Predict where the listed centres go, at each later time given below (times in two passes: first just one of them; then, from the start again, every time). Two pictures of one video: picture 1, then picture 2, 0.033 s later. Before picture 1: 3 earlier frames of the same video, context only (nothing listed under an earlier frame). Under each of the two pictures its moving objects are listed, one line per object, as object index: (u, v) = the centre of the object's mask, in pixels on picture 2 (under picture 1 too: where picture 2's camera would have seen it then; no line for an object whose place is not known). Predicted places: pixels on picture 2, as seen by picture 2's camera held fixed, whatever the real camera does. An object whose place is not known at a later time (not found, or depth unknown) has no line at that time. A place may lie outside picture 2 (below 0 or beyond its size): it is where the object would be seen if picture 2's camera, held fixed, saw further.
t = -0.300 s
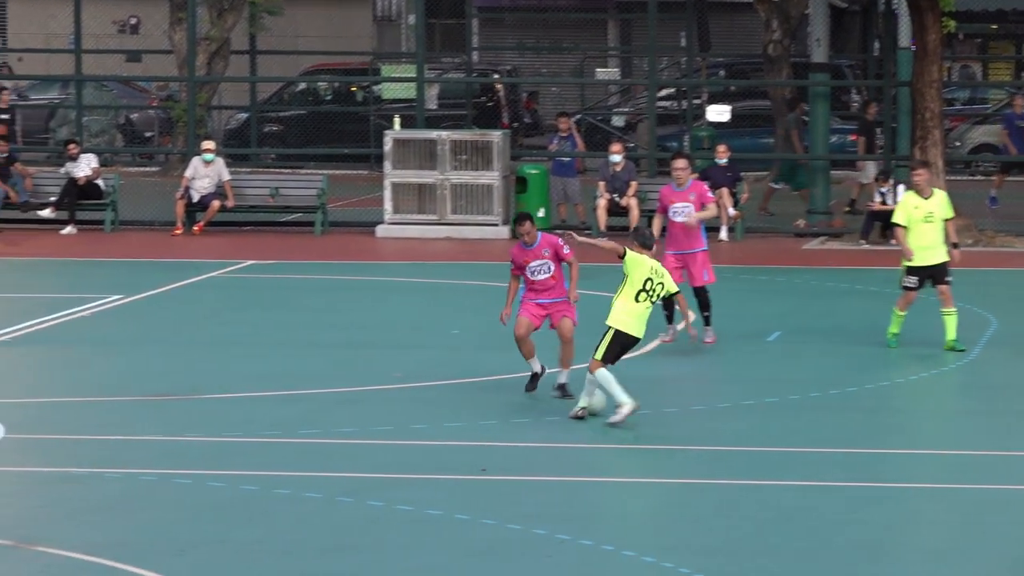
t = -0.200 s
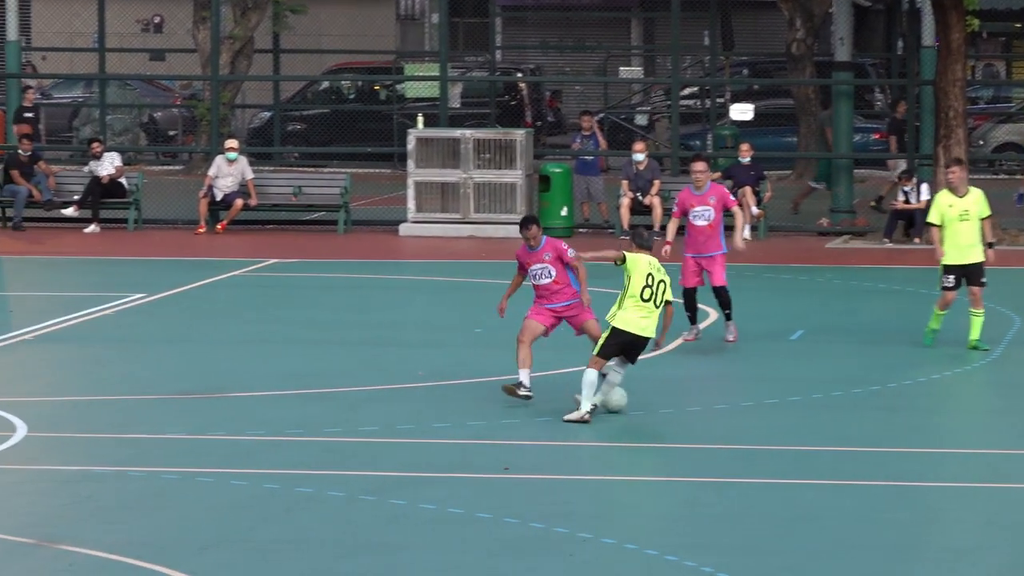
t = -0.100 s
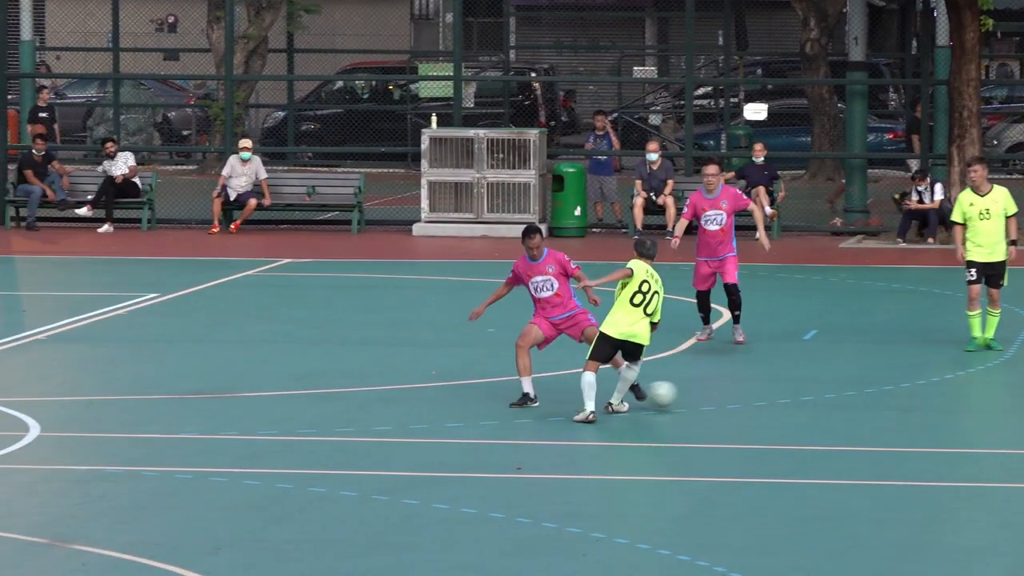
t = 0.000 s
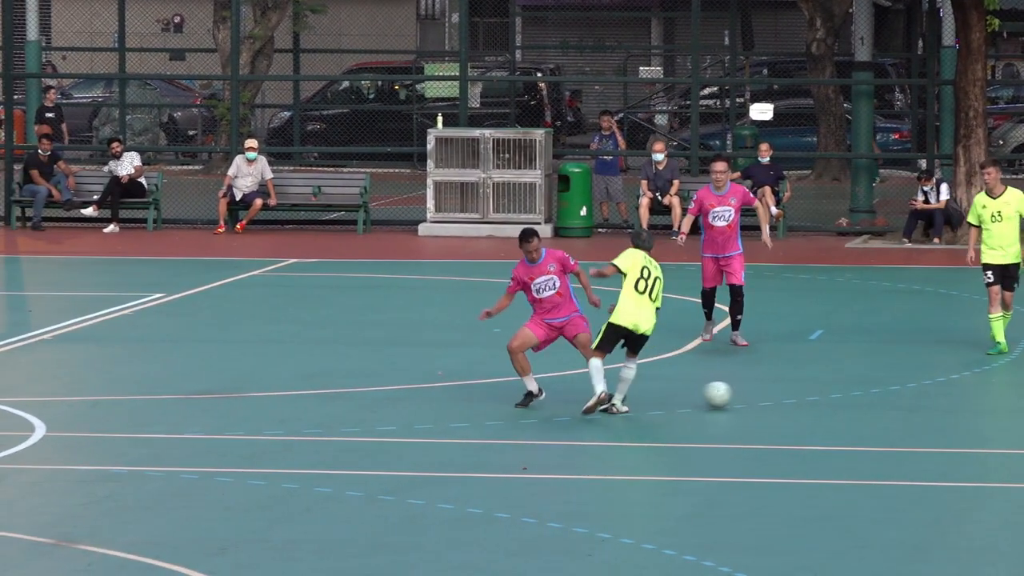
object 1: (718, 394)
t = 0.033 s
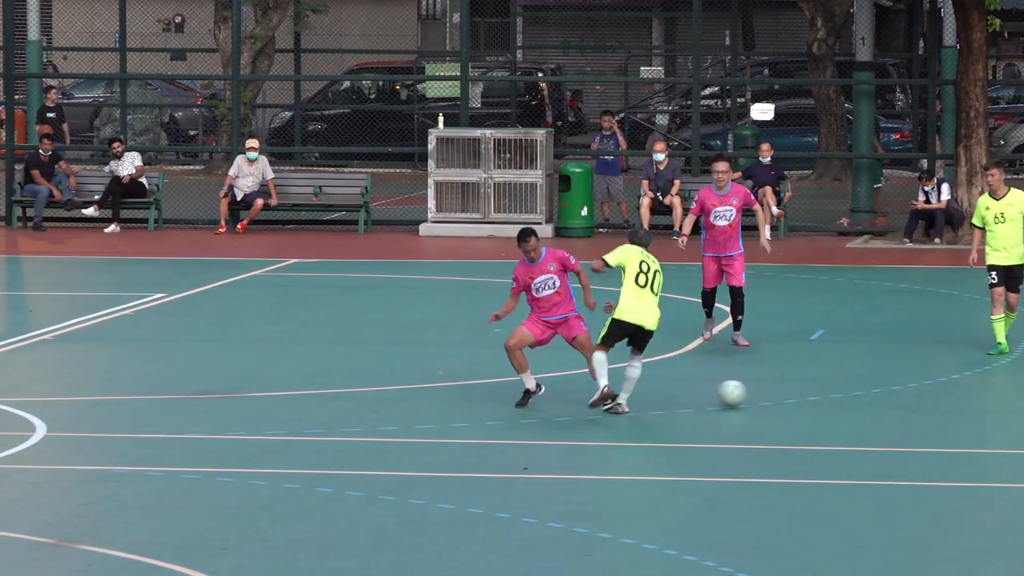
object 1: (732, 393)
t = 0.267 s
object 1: (810, 391)
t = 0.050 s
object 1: (739, 393)
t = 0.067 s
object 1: (745, 393)
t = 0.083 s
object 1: (752, 393)
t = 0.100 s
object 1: (759, 393)
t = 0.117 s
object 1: (765, 393)
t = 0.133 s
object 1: (770, 392)
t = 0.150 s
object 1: (775, 392)
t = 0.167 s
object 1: (781, 392)
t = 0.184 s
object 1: (786, 392)
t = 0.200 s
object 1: (792, 392)
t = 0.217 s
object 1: (796, 391)
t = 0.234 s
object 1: (801, 391)
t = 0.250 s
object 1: (805, 391)
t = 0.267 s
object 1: (810, 391)
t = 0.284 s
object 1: (814, 391)
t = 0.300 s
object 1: (817, 390)
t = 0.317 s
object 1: (821, 390)
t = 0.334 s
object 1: (825, 390)
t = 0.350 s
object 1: (829, 390)
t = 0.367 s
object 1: (832, 390)
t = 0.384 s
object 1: (836, 389)
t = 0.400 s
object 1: (839, 389)
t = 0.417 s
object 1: (843, 389)
